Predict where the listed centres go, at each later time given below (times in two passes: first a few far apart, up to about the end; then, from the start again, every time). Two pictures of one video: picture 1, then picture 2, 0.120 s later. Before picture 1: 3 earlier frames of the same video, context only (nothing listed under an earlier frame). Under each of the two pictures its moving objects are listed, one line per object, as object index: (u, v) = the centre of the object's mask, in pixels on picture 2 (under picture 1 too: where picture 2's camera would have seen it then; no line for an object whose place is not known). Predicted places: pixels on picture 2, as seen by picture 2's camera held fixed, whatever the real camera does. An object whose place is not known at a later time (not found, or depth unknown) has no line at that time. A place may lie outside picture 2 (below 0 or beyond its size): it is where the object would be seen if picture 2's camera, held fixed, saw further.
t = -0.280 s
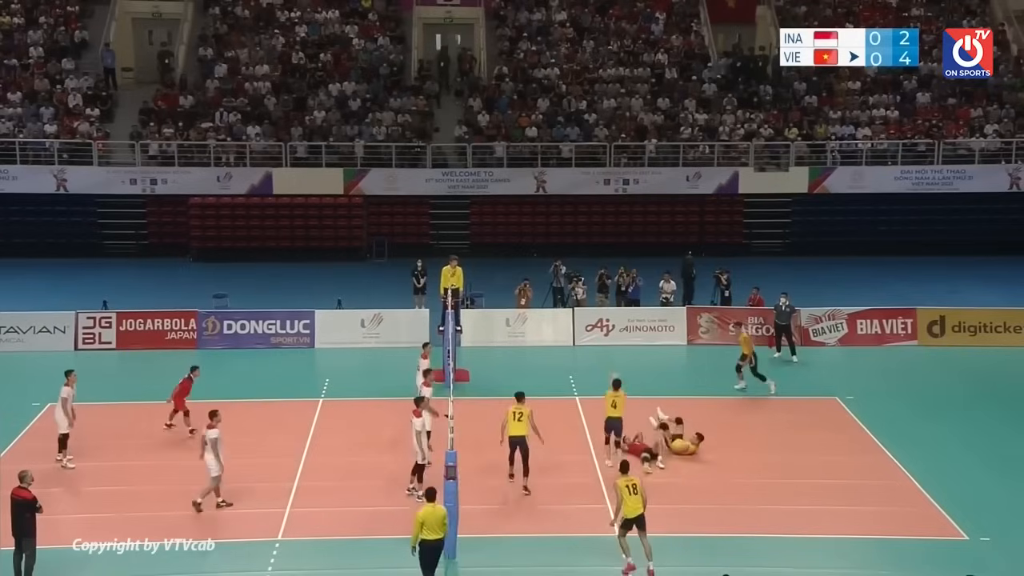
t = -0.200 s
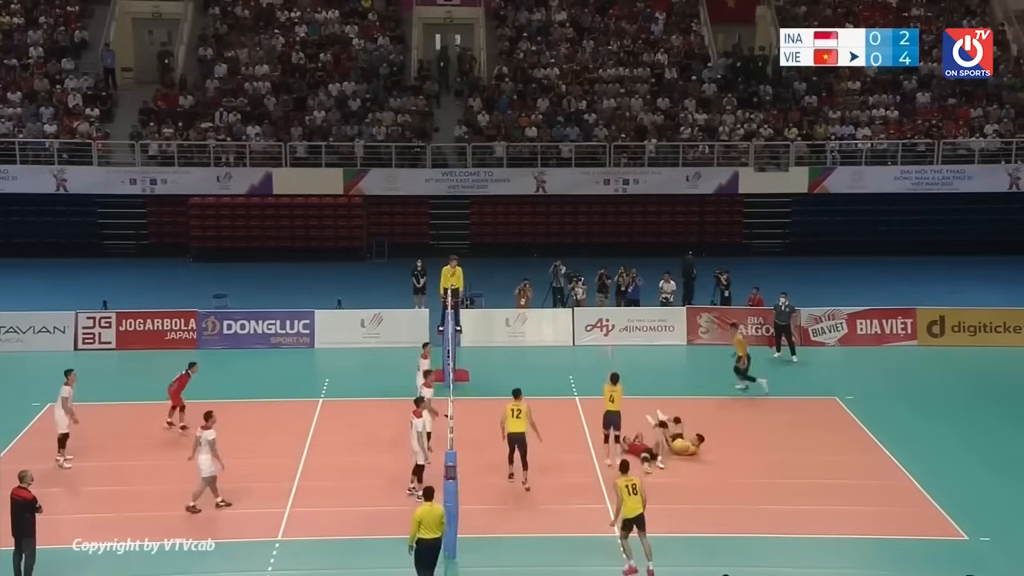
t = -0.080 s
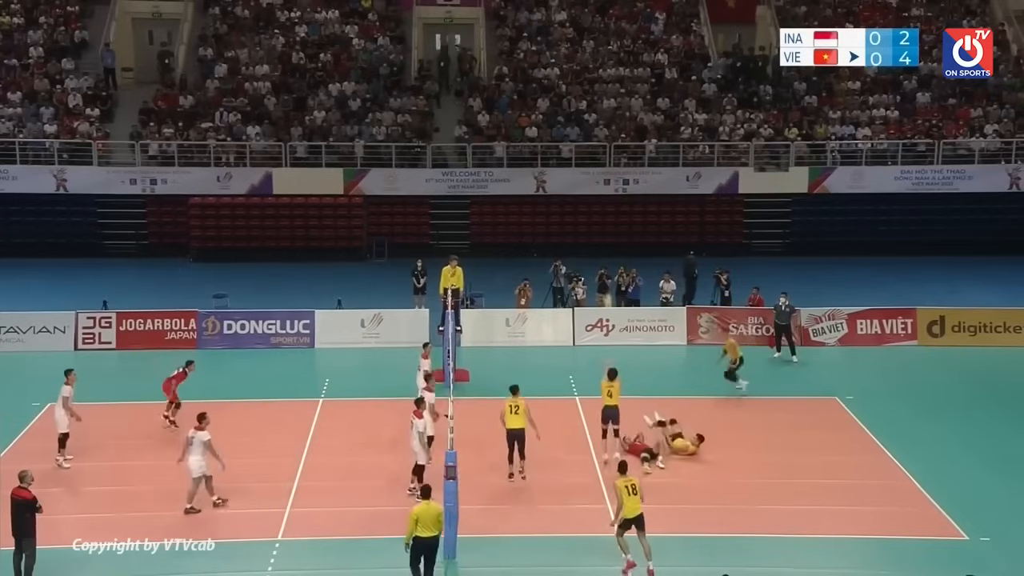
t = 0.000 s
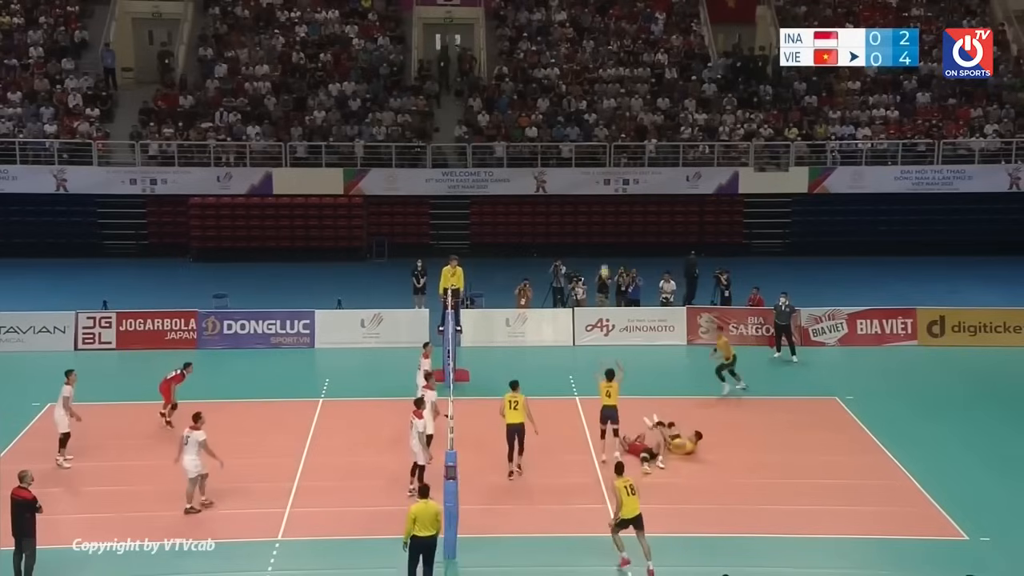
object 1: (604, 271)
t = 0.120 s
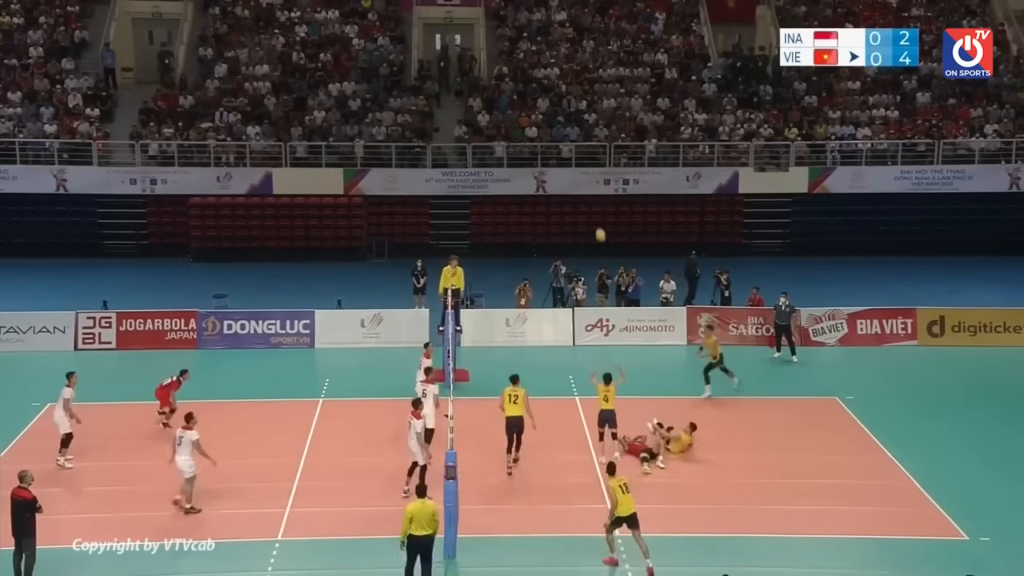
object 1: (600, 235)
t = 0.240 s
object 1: (596, 206)
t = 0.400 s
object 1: (591, 178)
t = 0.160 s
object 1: (598, 224)
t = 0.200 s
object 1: (597, 215)
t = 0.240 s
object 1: (596, 206)
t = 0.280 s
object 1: (594, 198)
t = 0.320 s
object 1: (593, 191)
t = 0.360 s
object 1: (592, 184)
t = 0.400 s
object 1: (591, 178)
